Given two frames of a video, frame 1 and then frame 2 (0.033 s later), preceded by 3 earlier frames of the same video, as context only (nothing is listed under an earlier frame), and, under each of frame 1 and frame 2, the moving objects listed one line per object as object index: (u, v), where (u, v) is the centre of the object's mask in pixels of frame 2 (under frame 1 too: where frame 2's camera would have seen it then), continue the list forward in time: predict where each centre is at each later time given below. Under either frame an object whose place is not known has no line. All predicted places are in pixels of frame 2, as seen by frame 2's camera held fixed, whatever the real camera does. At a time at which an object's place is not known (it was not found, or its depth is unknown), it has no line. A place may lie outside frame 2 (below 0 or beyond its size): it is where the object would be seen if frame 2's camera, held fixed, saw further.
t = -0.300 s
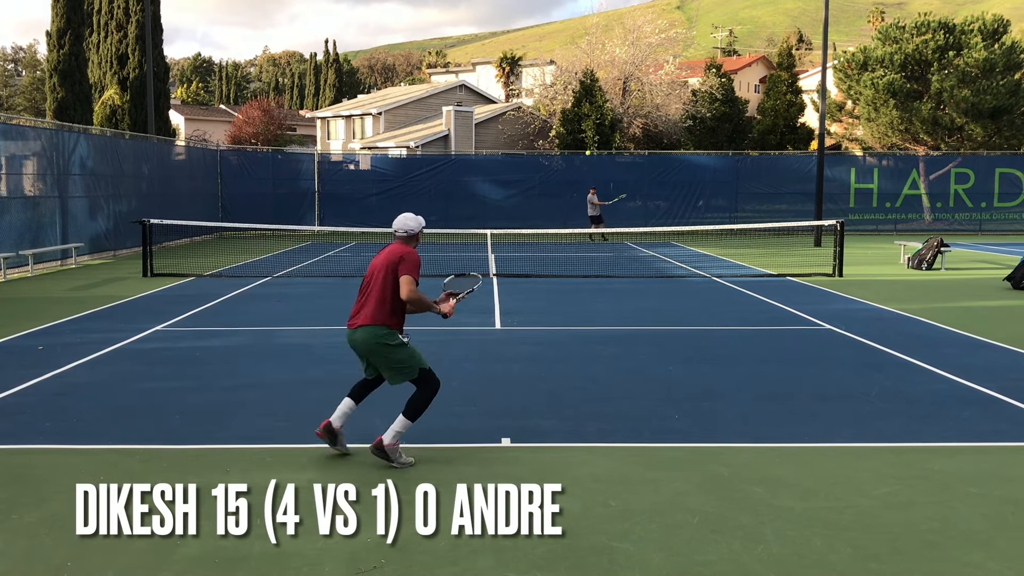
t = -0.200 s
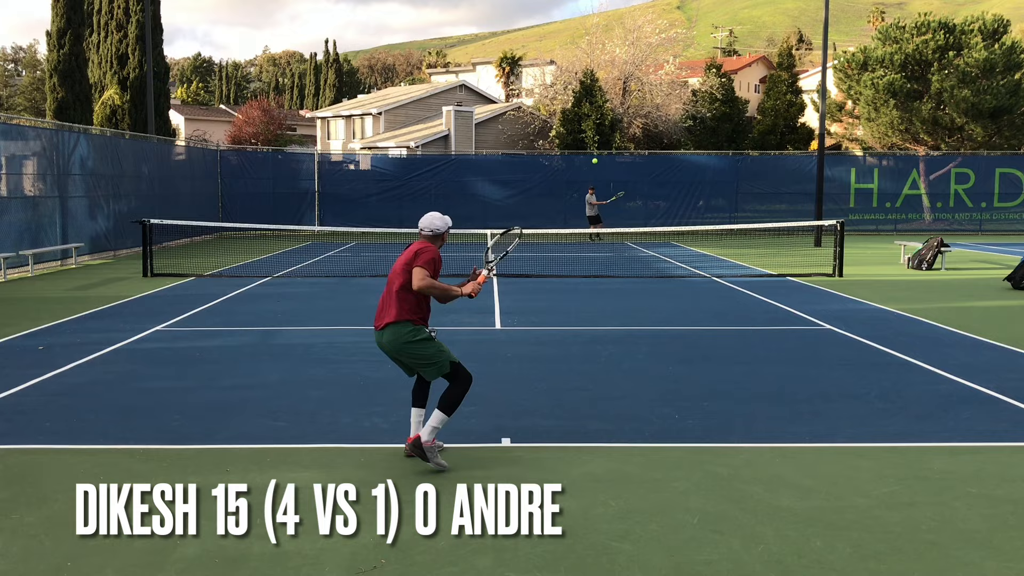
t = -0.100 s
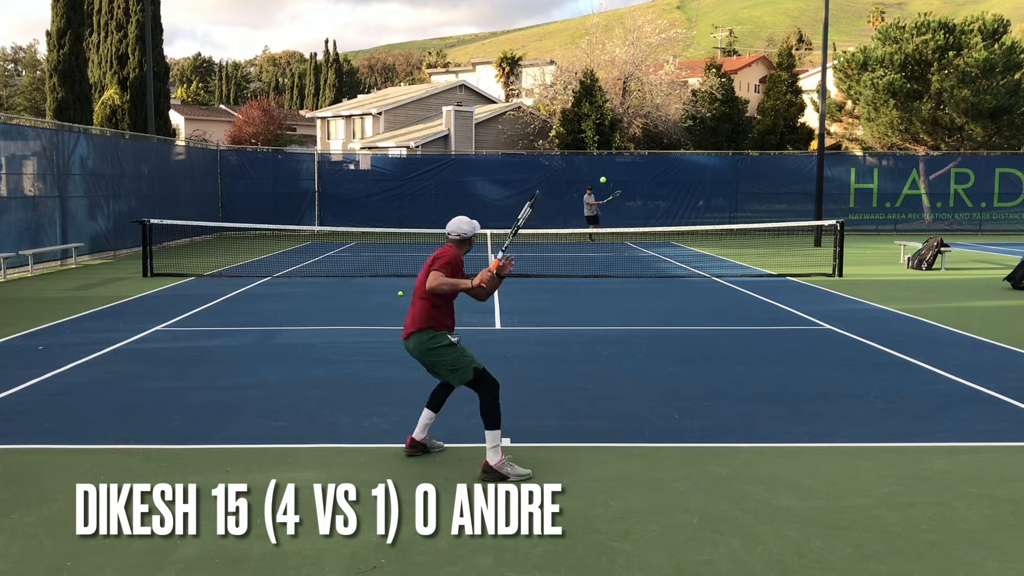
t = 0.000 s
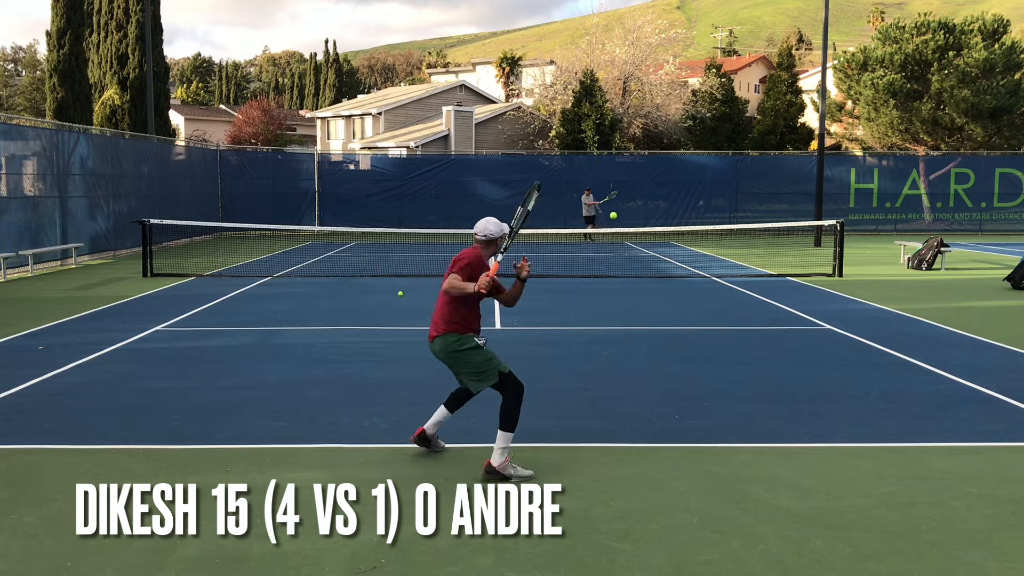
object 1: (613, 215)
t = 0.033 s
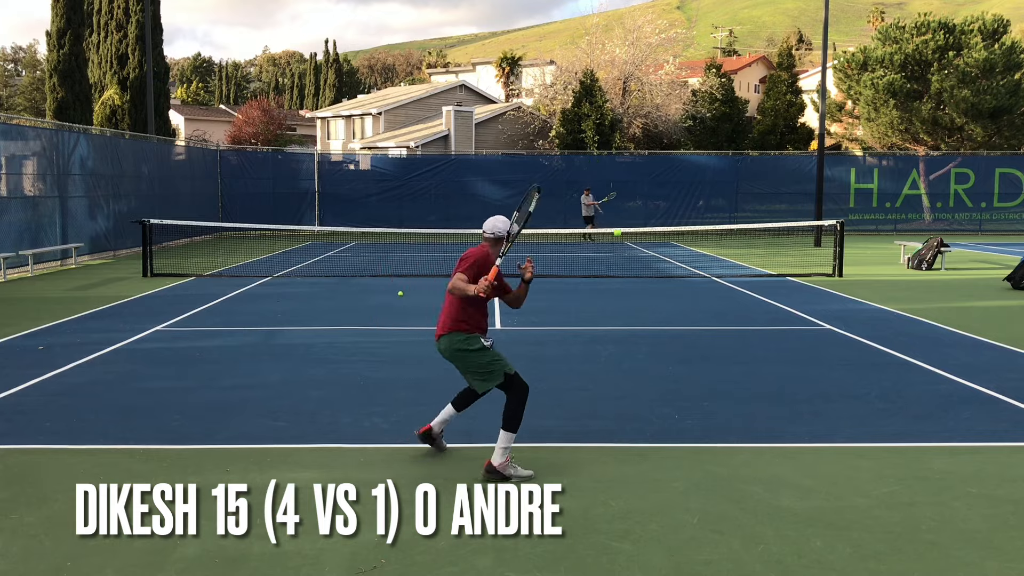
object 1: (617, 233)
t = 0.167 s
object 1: (639, 341)
